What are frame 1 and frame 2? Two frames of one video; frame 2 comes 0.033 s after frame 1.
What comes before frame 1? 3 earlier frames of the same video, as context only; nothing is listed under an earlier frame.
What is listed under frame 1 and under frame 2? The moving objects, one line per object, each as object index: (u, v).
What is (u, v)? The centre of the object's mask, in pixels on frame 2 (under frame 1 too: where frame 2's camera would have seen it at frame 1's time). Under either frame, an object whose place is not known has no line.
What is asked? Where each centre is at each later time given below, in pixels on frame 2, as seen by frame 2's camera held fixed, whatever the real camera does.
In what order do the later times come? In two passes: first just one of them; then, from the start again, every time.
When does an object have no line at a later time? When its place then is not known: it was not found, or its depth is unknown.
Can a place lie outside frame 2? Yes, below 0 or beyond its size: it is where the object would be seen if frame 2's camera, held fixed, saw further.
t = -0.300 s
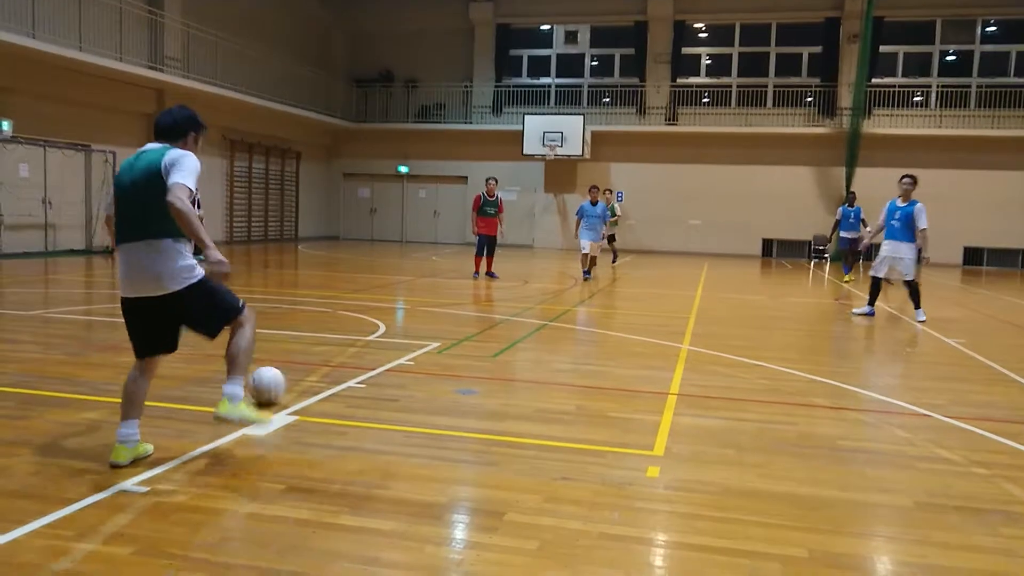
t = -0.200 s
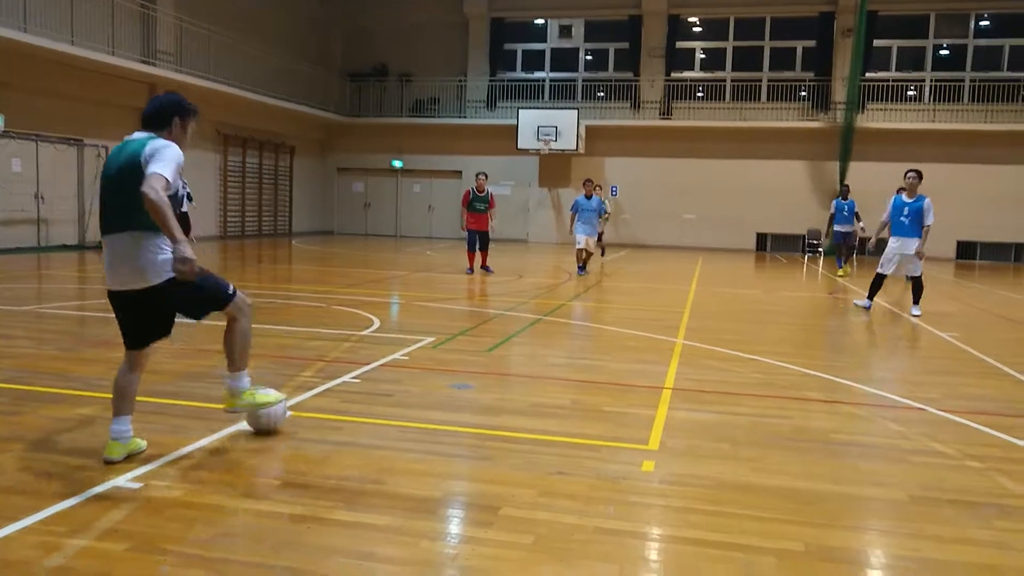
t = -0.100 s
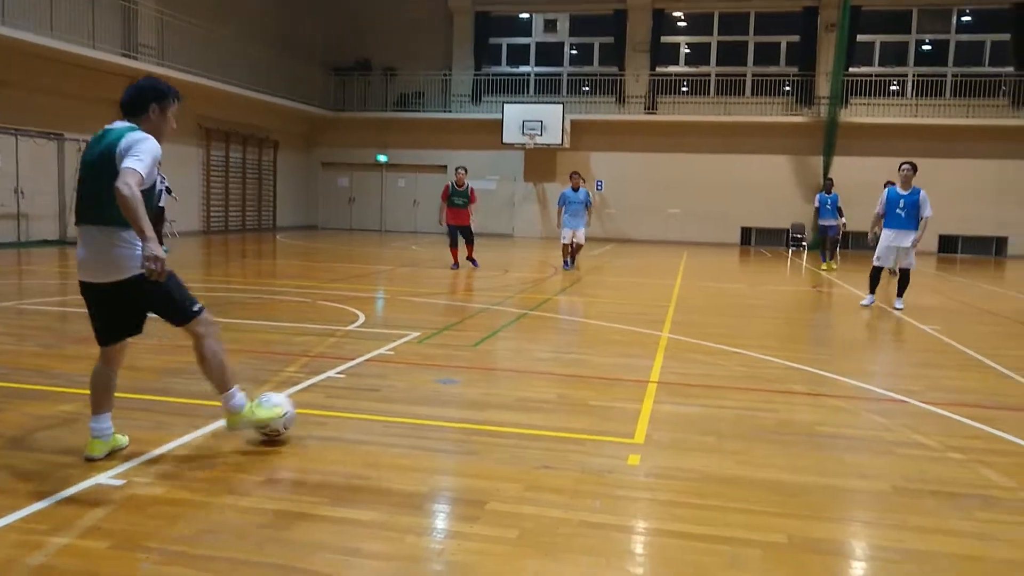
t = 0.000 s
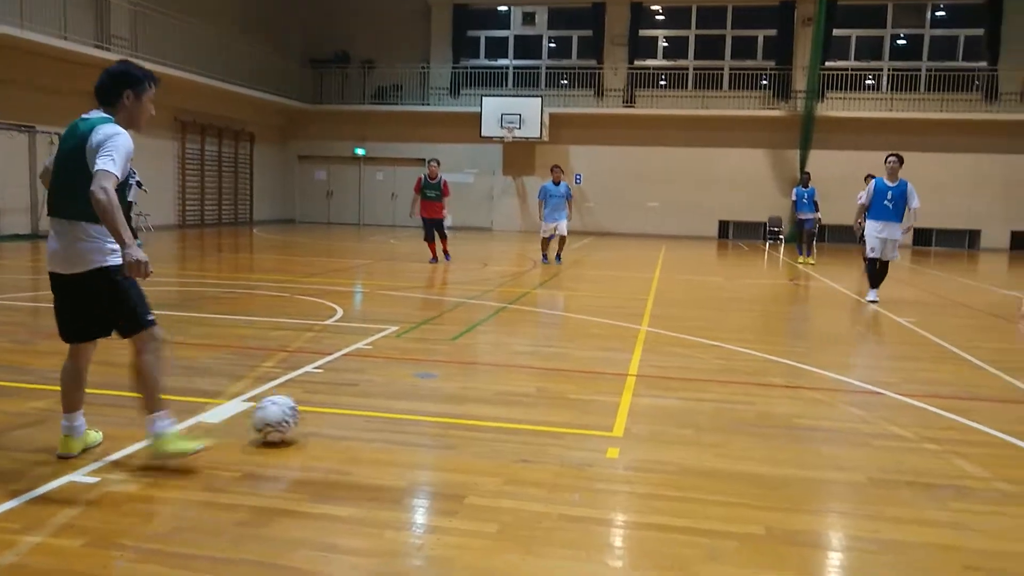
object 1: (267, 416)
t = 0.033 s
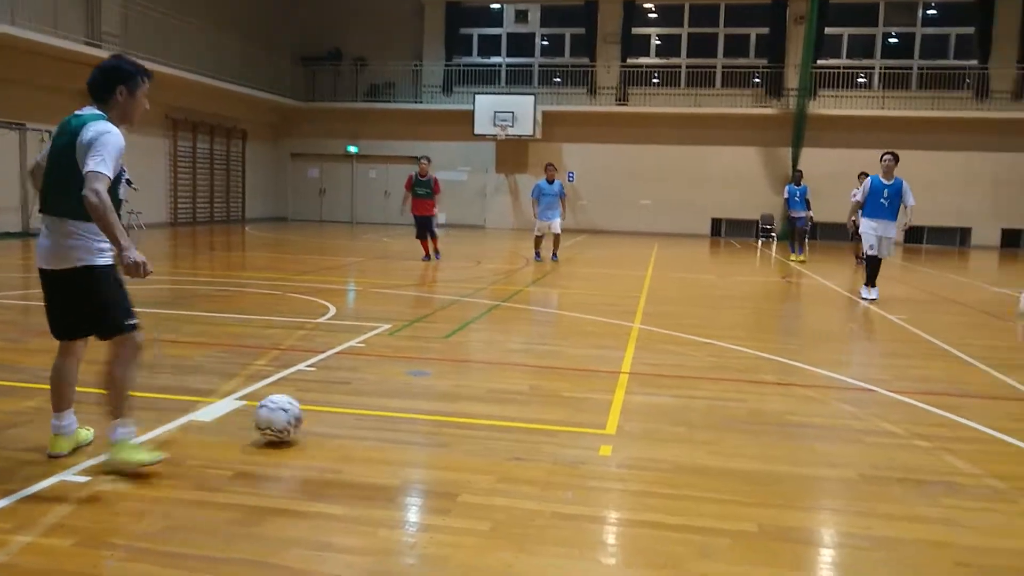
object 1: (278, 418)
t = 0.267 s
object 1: (341, 432)
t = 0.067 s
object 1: (287, 420)
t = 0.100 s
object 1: (296, 422)
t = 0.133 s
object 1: (304, 424)
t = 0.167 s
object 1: (313, 425)
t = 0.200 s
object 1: (322, 428)
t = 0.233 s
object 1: (332, 430)
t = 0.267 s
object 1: (341, 432)
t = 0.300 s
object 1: (351, 434)
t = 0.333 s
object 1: (361, 436)
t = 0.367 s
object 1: (371, 439)
